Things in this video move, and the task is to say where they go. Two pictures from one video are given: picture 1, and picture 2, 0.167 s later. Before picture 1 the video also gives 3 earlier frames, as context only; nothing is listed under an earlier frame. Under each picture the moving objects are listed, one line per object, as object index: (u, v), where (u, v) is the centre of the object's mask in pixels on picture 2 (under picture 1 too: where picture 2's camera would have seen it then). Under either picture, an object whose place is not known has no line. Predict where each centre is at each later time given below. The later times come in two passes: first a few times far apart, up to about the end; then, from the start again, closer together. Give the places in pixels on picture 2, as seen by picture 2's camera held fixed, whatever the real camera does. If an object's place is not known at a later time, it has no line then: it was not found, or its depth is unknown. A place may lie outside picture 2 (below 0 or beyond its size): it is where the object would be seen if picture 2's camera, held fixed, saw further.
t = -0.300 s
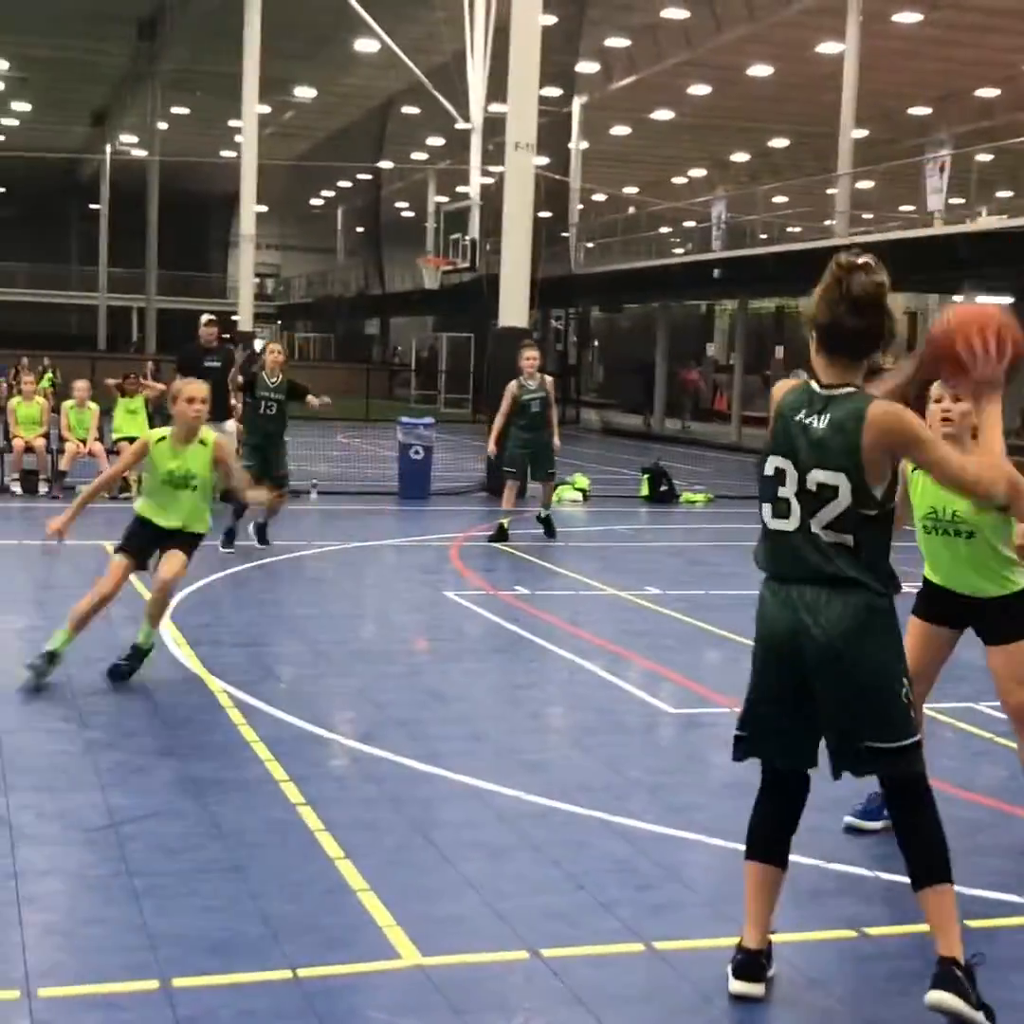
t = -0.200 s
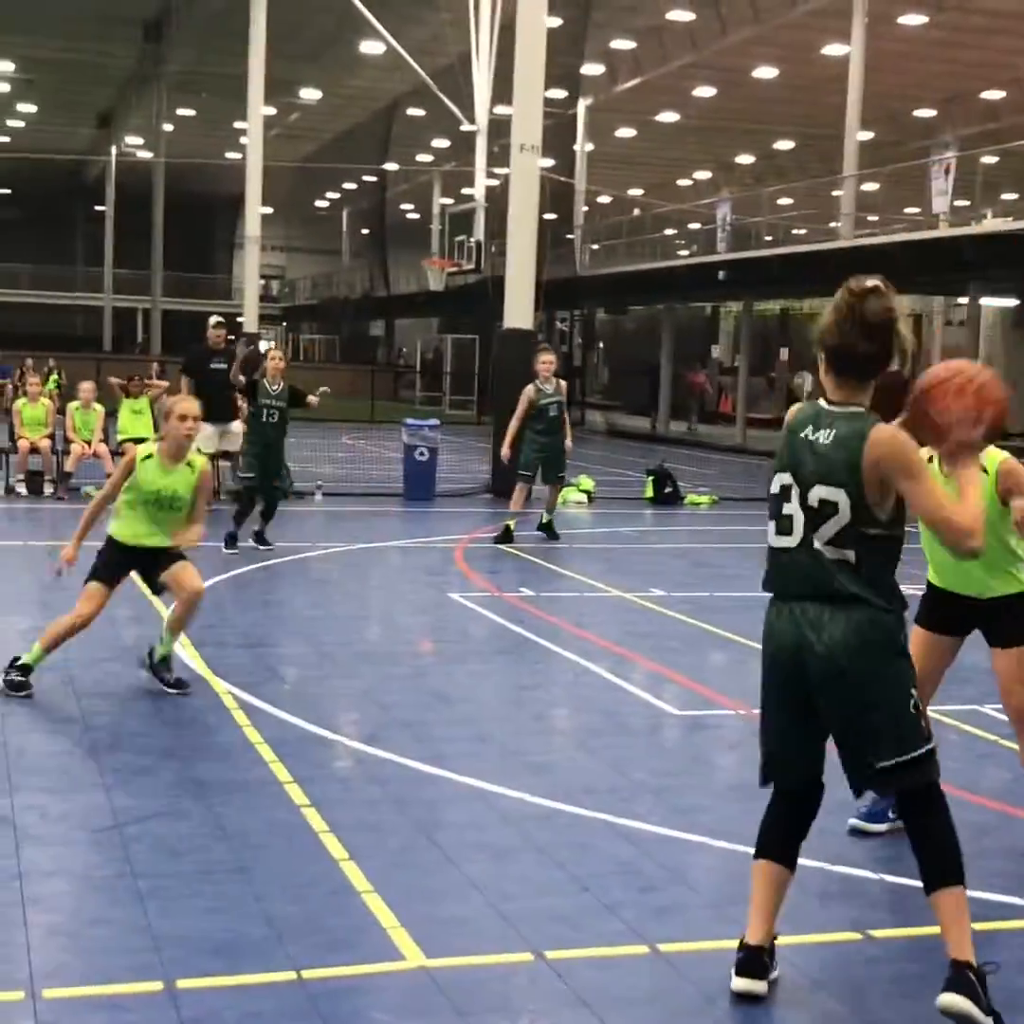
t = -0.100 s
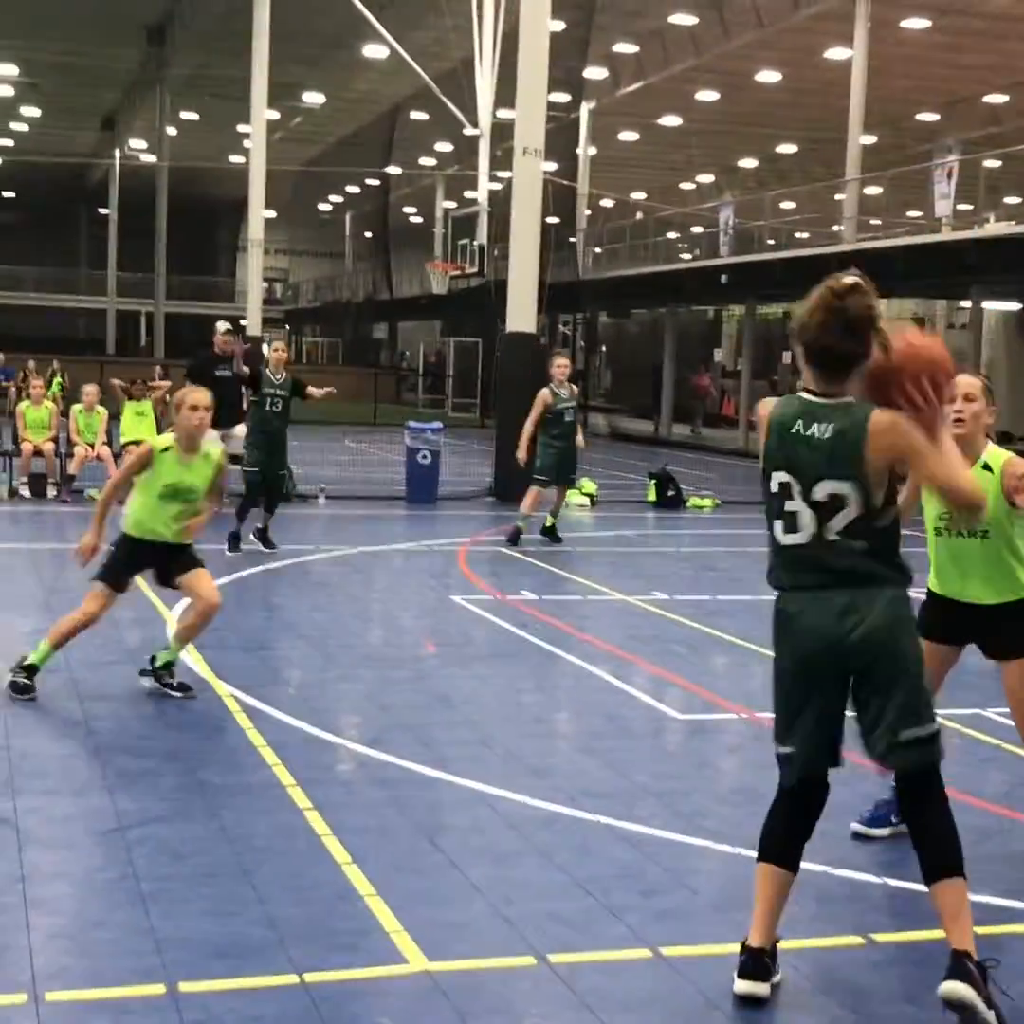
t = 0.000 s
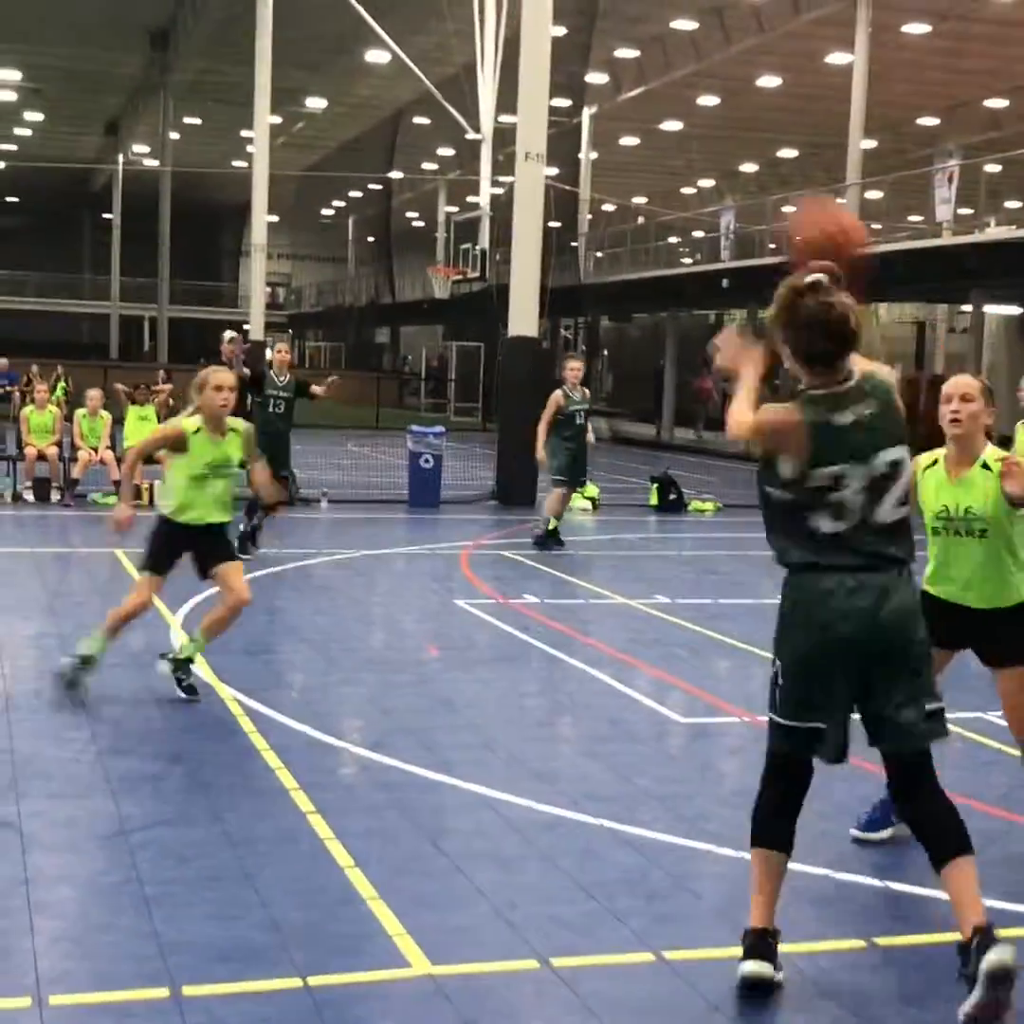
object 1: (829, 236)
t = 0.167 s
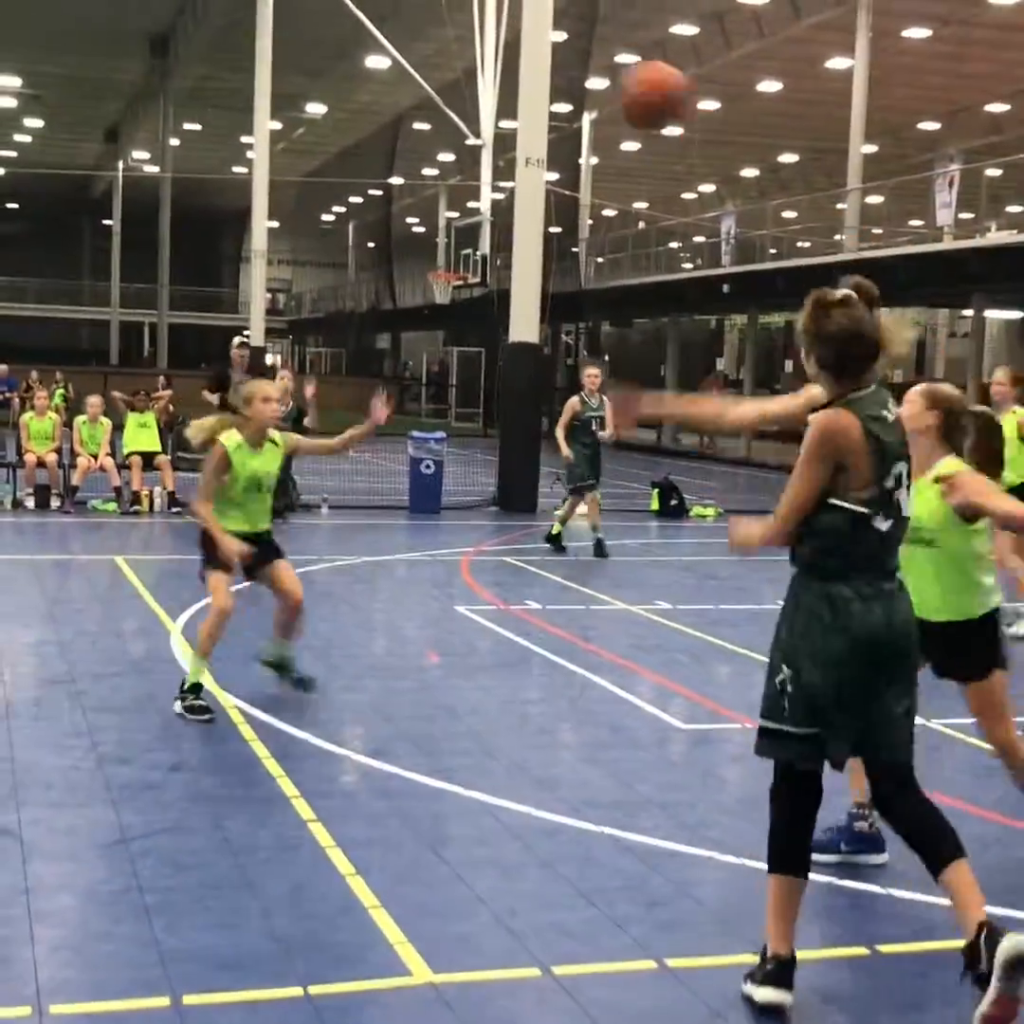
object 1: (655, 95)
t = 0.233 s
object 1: (602, 71)
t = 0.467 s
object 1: (471, 76)
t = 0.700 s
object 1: (383, 166)
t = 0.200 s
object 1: (630, 80)
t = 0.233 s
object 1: (602, 71)
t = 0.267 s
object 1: (580, 63)
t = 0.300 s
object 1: (560, 59)
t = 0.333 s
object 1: (539, 58)
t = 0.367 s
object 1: (521, 60)
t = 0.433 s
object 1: (487, 69)
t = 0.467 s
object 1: (471, 76)
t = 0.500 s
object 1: (457, 85)
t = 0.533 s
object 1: (444, 96)
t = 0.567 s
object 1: (431, 109)
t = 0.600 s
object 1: (417, 123)
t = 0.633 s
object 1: (404, 137)
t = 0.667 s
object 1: (395, 151)
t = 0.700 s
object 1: (383, 166)
